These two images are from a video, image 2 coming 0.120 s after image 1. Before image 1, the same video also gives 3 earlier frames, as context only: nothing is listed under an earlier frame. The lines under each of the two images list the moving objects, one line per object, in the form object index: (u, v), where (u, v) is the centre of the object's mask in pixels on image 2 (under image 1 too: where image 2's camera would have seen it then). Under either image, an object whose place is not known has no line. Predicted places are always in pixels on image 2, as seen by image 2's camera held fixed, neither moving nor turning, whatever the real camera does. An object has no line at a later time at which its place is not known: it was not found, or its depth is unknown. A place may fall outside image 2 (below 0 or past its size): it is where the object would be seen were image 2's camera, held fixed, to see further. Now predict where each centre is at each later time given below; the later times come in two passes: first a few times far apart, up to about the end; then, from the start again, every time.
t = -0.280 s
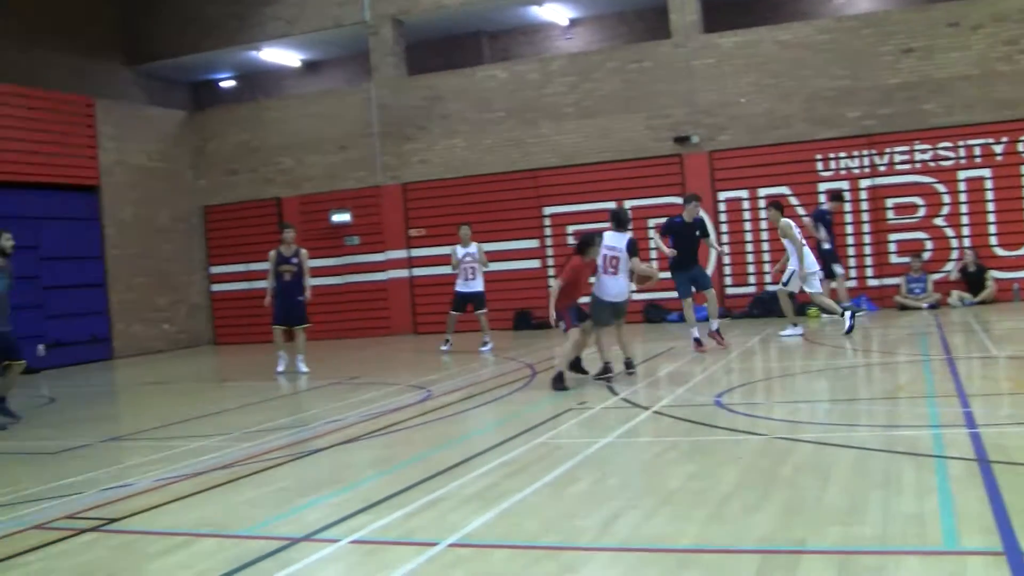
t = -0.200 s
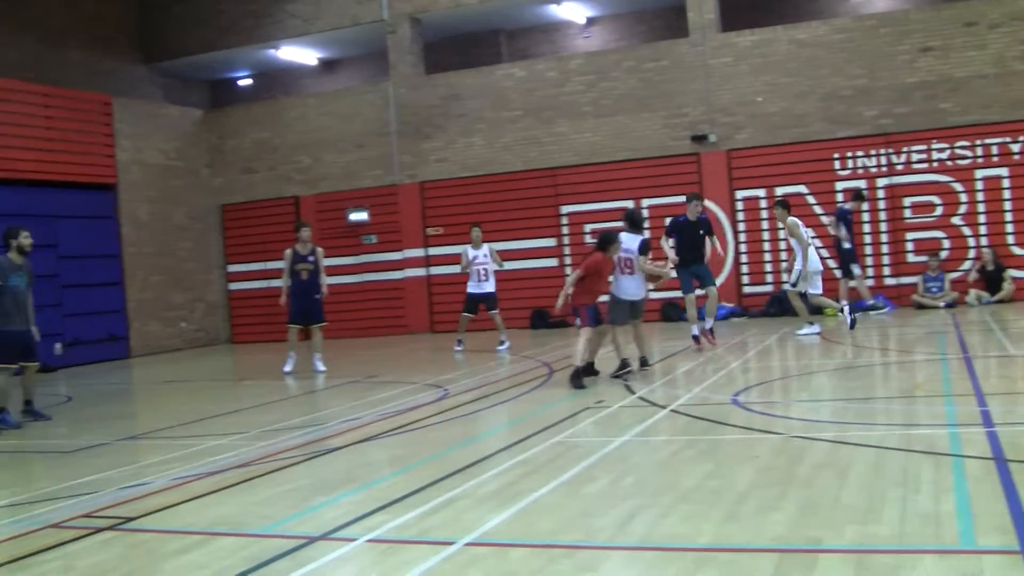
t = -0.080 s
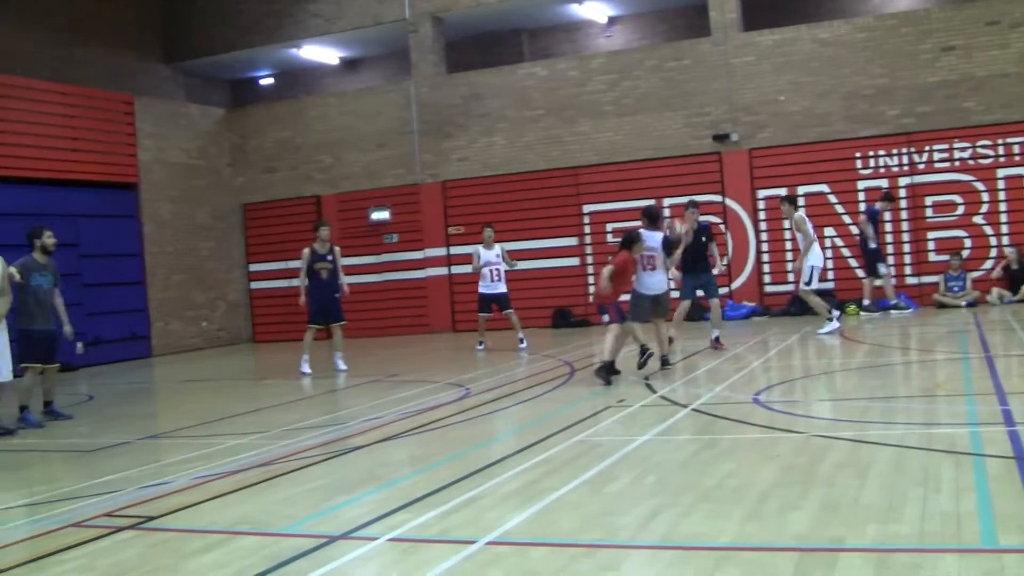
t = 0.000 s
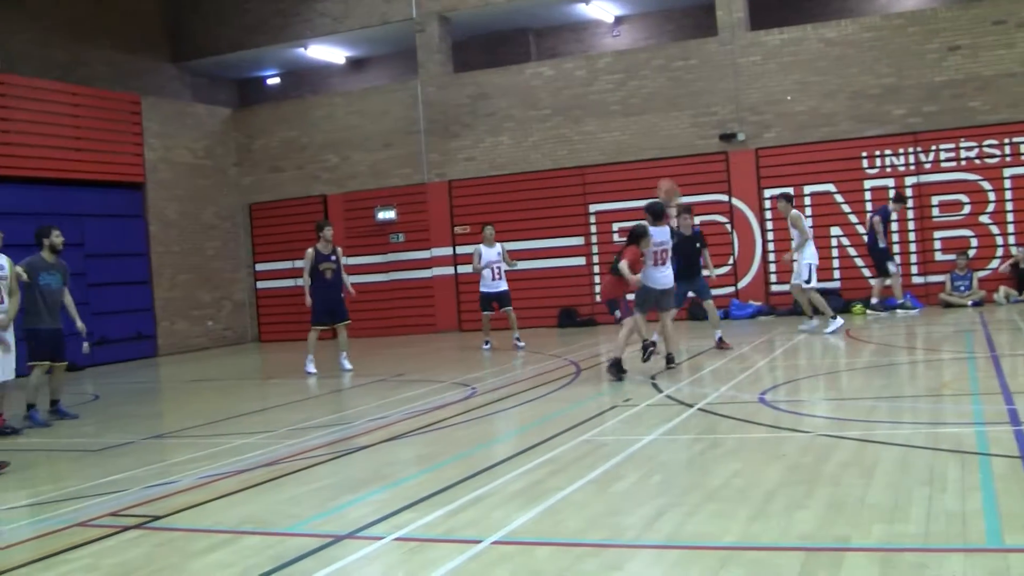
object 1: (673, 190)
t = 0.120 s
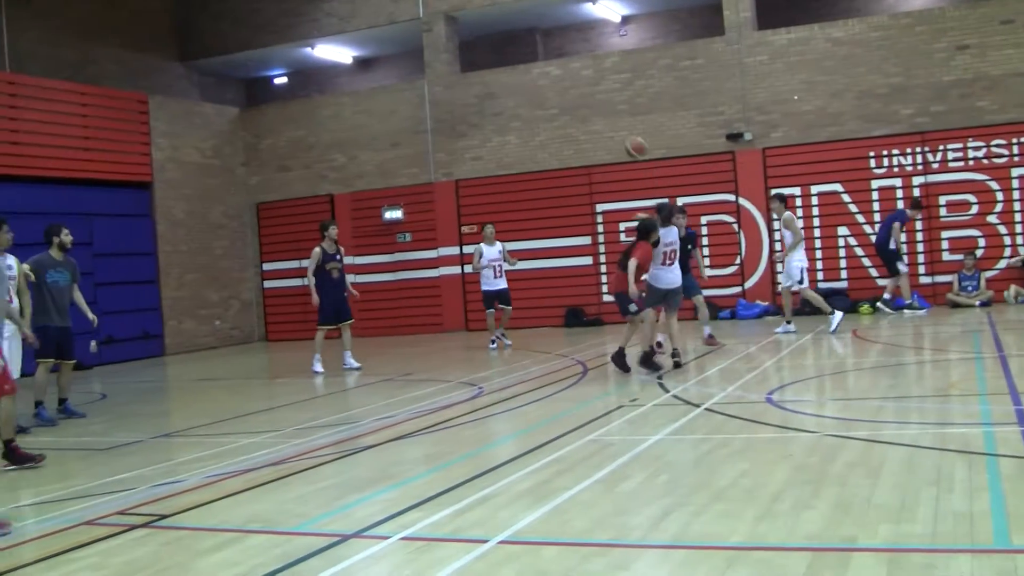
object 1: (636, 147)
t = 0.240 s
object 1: (605, 118)
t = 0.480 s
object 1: (555, 100)
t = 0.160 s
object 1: (623, 133)
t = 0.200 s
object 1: (614, 124)
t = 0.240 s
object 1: (605, 118)
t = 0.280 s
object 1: (596, 113)
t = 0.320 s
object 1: (588, 107)
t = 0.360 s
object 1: (579, 106)
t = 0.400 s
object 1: (569, 102)
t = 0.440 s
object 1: (564, 100)
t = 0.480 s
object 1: (555, 100)
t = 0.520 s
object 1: (547, 104)
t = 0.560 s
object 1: (537, 107)
